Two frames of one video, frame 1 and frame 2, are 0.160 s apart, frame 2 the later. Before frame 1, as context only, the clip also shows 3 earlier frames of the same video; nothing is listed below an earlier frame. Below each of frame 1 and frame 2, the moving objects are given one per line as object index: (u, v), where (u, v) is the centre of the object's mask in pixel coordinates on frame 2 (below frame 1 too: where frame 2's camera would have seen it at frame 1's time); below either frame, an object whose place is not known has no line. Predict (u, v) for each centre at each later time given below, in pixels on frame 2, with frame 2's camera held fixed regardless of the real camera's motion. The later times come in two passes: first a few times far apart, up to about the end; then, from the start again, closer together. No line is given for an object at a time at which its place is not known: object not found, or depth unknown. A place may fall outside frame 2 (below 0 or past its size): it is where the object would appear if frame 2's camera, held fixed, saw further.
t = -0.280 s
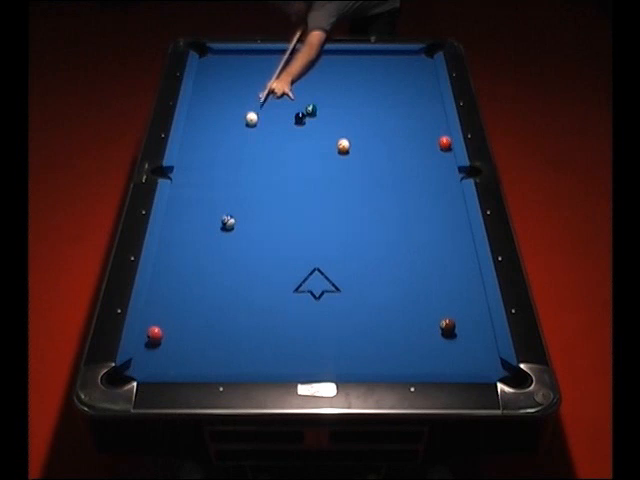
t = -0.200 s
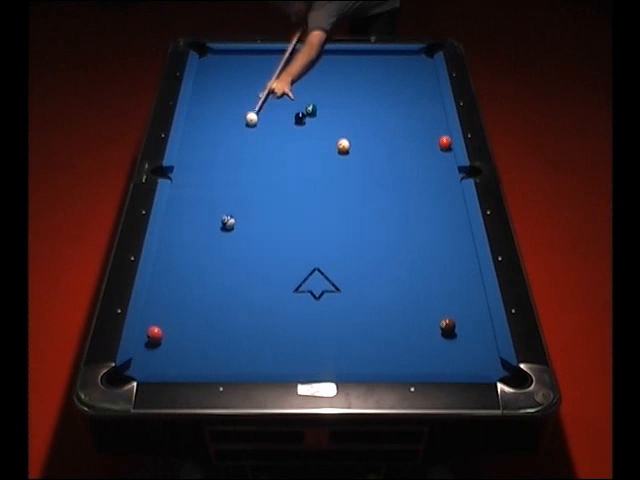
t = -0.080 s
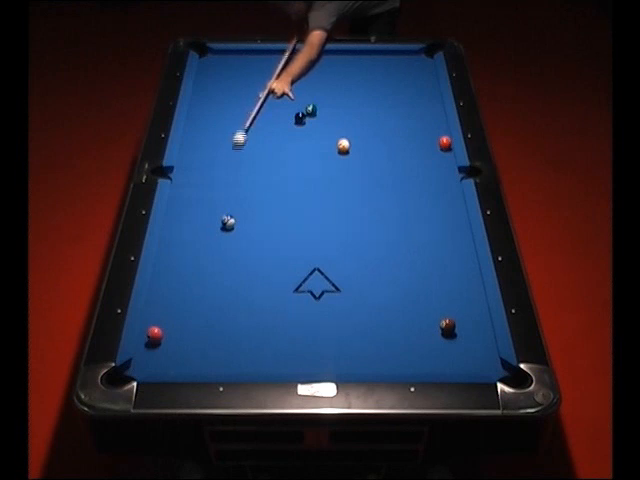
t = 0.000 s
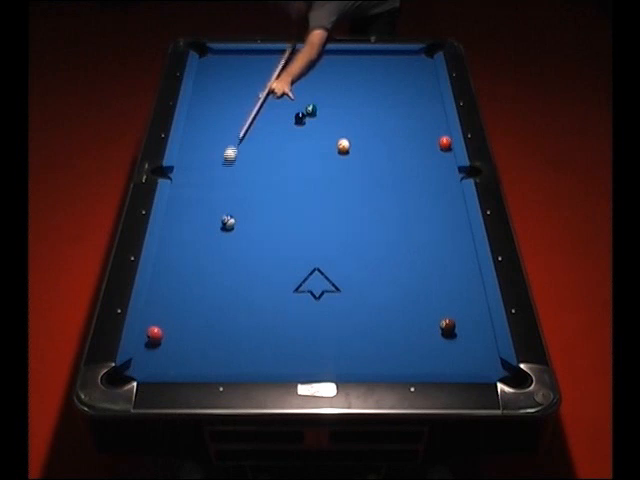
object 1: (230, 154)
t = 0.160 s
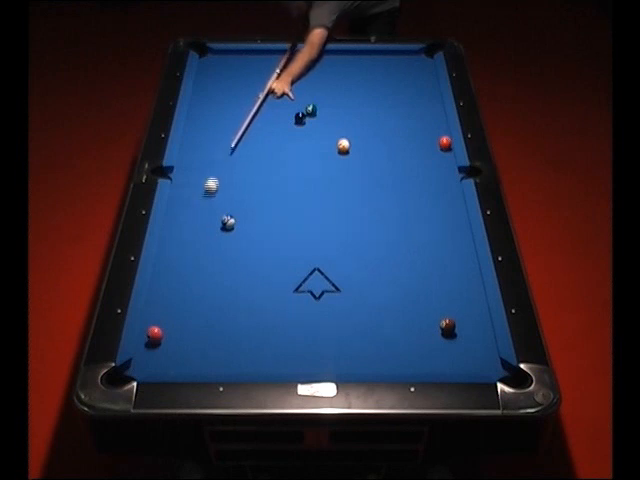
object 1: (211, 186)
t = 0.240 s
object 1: (201, 202)
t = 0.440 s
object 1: (174, 247)
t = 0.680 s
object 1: (159, 306)
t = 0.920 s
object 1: (176, 332)
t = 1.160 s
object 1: (197, 350)
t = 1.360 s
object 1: (216, 363)
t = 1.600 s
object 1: (237, 359)
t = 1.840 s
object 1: (256, 349)
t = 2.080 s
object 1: (274, 342)
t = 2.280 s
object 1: (288, 336)
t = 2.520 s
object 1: (304, 329)
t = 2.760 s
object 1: (318, 323)
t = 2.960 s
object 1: (329, 318)
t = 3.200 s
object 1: (341, 313)
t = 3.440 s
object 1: (352, 308)
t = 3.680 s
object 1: (362, 304)
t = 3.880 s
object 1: (369, 301)
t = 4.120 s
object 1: (377, 298)
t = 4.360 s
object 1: (384, 295)
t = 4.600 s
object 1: (390, 293)
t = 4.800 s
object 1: (394, 292)
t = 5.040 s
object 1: (398, 291)
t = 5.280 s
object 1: (401, 290)
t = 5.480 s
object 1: (403, 289)
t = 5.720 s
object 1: (403, 289)
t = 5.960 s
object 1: (404, 289)
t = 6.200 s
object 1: (403, 289)
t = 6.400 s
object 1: (404, 289)
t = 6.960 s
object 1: (406, 287)
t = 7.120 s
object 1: (404, 289)
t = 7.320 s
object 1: (404, 288)
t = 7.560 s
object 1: (404, 289)
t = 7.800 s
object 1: (404, 289)
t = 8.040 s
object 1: (404, 289)
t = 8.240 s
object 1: (404, 289)
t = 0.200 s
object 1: (206, 194)
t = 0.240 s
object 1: (201, 202)
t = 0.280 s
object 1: (196, 211)
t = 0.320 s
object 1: (191, 220)
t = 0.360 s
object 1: (185, 228)
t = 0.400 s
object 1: (180, 238)
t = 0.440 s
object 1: (174, 247)
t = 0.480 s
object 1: (168, 257)
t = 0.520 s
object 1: (162, 267)
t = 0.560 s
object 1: (158, 276)
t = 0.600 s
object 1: (158, 286)
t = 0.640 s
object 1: (159, 296)
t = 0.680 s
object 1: (159, 306)
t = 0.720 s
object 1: (159, 315)
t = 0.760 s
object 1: (161, 323)
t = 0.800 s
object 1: (164, 326)
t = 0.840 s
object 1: (169, 327)
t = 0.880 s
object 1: (172, 330)
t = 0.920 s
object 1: (176, 332)
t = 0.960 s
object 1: (180, 335)
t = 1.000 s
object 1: (183, 338)
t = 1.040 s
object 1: (187, 342)
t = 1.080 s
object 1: (190, 344)
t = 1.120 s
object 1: (194, 347)
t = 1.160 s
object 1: (197, 350)
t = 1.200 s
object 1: (201, 354)
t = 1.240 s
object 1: (205, 357)
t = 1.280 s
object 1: (208, 359)
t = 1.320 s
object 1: (212, 361)
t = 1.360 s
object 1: (216, 363)
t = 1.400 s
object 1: (220, 365)
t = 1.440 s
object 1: (223, 364)
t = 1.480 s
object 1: (227, 363)
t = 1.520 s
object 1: (230, 362)
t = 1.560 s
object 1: (234, 360)
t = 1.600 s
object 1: (237, 359)
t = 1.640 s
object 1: (240, 358)
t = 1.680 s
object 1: (244, 356)
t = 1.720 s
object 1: (247, 354)
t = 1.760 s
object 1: (250, 353)
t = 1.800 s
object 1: (253, 351)
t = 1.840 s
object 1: (256, 349)
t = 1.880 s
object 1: (259, 348)
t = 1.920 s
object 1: (262, 347)
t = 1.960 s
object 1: (265, 346)
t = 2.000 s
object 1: (268, 344)
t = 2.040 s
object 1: (271, 343)
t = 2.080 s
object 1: (274, 342)
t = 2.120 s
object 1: (277, 341)
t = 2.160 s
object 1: (280, 339)
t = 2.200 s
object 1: (283, 338)
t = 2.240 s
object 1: (286, 337)
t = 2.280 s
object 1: (288, 336)
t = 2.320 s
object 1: (291, 335)
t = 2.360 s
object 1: (294, 333)
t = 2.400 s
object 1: (296, 332)
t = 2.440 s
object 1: (299, 331)
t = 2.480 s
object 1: (301, 330)
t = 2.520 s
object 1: (304, 329)
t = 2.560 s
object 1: (306, 328)
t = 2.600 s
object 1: (309, 326)
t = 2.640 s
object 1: (311, 325)
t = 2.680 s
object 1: (313, 325)
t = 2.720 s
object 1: (316, 324)
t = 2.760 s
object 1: (318, 323)
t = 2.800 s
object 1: (321, 322)
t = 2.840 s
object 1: (323, 321)
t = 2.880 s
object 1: (325, 320)
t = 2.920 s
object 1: (327, 319)
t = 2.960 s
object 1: (329, 318)
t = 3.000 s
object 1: (332, 317)
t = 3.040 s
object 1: (334, 317)
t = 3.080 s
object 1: (336, 315)
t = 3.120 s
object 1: (337, 315)
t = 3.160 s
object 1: (340, 314)
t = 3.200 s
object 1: (341, 313)
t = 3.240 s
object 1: (343, 312)
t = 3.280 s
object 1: (345, 311)
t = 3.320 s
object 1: (347, 310)
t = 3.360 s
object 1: (349, 310)
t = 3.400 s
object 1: (351, 309)
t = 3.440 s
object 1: (352, 308)
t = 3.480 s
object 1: (354, 307)
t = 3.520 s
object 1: (356, 306)
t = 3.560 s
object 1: (357, 306)
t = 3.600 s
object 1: (359, 305)
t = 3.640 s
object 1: (361, 304)
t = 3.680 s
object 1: (362, 304)
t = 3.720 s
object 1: (364, 303)
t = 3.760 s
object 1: (365, 302)
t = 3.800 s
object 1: (366, 302)
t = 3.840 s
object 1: (368, 301)
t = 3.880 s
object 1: (369, 301)
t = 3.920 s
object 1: (371, 300)
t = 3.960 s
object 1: (372, 300)
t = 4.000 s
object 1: (374, 299)
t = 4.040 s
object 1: (375, 299)
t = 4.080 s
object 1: (376, 298)
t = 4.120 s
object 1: (377, 298)
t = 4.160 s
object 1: (379, 297)
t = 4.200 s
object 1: (380, 297)
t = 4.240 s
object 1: (381, 297)
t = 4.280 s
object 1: (382, 296)
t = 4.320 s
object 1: (383, 296)
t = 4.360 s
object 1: (384, 295)
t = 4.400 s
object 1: (385, 295)
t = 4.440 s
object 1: (386, 295)
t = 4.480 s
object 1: (387, 294)
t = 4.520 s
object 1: (388, 294)
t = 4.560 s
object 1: (389, 293)
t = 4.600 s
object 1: (390, 293)
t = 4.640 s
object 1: (391, 293)
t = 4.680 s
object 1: (392, 293)
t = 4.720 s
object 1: (393, 293)
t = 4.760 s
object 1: (393, 292)
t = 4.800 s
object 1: (394, 292)
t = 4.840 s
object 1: (395, 292)
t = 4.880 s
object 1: (396, 291)
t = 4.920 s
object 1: (397, 291)
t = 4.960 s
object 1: (397, 291)
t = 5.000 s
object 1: (398, 291)
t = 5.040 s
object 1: (398, 291)
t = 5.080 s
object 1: (399, 290)
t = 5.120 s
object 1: (399, 290)
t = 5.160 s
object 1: (400, 290)
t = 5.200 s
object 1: (400, 290)
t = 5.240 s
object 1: (401, 290)
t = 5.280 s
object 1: (401, 290)
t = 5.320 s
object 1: (402, 289)
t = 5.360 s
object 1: (402, 289)
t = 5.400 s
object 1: (402, 289)
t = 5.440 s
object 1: (403, 289)
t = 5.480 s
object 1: (403, 289)
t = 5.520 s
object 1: (403, 289)
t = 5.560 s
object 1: (403, 289)
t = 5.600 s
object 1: (403, 289)
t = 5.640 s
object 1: (403, 289)
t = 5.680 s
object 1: (403, 289)
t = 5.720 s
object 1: (403, 289)
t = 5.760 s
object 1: (404, 289)
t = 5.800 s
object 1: (403, 289)
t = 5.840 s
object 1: (404, 289)
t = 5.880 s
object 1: (404, 289)
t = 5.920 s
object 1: (404, 289)
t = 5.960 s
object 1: (404, 289)
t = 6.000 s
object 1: (404, 289)
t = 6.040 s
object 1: (404, 289)
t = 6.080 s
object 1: (404, 289)
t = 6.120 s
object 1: (404, 289)
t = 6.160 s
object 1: (404, 289)
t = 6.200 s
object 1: (403, 289)
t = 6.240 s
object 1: (404, 289)
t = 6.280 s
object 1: (404, 289)
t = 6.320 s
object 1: (404, 289)
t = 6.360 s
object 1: (403, 289)
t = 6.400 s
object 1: (404, 289)
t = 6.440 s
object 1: (403, 289)
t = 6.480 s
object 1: (404, 289)
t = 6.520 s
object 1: (401, 290)
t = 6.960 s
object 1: (406, 287)
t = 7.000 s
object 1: (404, 289)
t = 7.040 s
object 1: (404, 289)
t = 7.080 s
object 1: (404, 289)
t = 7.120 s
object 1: (404, 289)
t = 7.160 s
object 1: (404, 289)
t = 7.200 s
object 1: (404, 289)
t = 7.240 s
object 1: (404, 290)
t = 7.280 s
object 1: (404, 288)
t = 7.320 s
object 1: (404, 288)
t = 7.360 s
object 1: (404, 289)
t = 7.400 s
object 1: (404, 289)
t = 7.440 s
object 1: (404, 289)
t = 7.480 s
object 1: (404, 288)
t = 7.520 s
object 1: (404, 289)
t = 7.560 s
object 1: (404, 289)
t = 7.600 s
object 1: (404, 289)
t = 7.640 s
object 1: (404, 289)
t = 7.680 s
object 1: (404, 289)
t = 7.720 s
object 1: (404, 289)
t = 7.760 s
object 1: (404, 289)
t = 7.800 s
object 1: (404, 289)
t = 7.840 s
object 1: (404, 289)
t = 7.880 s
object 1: (404, 289)
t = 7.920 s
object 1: (404, 289)
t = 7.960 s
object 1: (404, 289)
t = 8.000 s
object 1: (404, 289)
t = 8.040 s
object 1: (404, 289)
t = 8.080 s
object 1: (404, 289)
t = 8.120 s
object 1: (404, 289)
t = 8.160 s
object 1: (404, 289)
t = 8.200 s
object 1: (404, 289)
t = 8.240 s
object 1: (404, 289)
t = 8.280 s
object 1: (404, 289)
